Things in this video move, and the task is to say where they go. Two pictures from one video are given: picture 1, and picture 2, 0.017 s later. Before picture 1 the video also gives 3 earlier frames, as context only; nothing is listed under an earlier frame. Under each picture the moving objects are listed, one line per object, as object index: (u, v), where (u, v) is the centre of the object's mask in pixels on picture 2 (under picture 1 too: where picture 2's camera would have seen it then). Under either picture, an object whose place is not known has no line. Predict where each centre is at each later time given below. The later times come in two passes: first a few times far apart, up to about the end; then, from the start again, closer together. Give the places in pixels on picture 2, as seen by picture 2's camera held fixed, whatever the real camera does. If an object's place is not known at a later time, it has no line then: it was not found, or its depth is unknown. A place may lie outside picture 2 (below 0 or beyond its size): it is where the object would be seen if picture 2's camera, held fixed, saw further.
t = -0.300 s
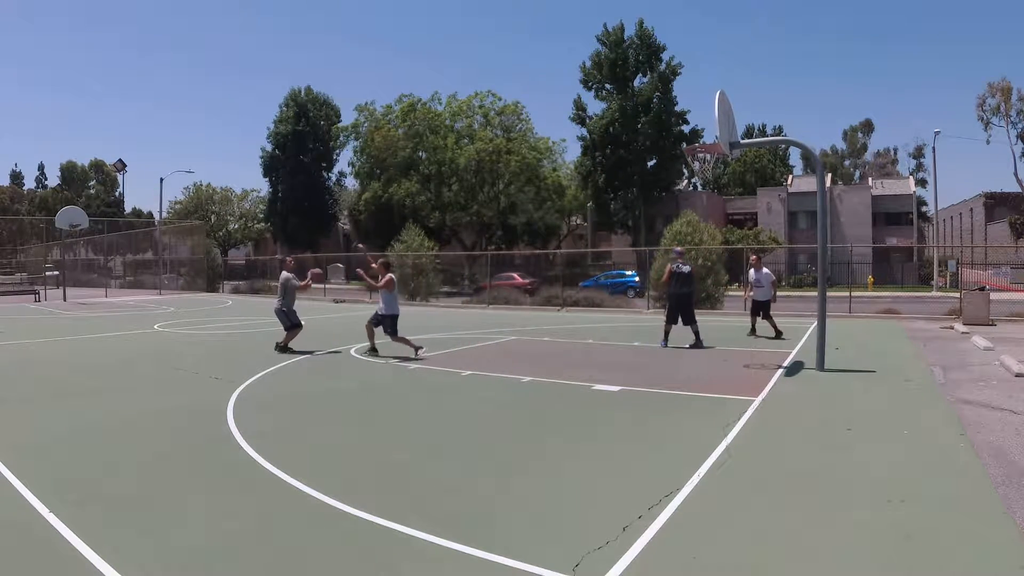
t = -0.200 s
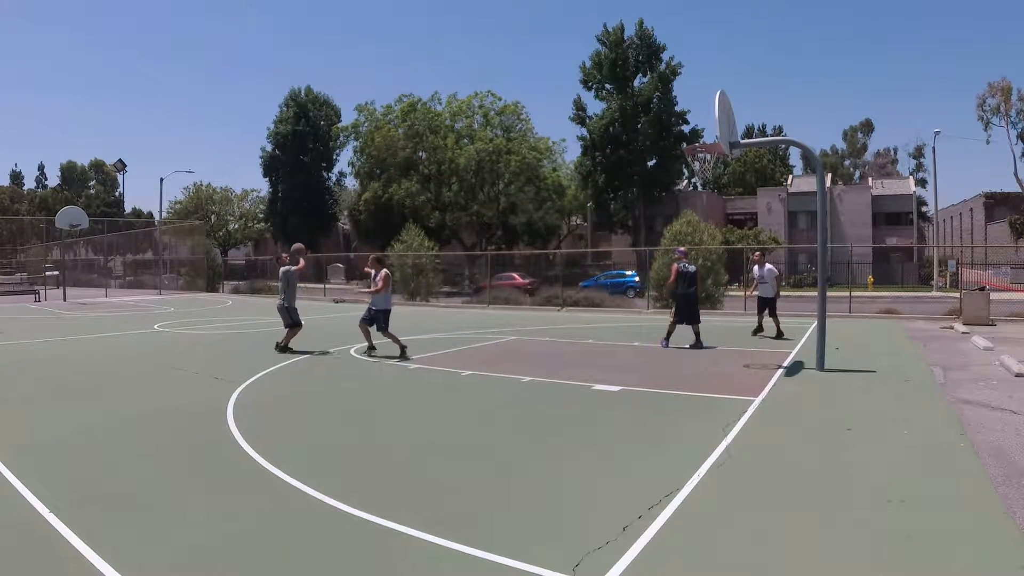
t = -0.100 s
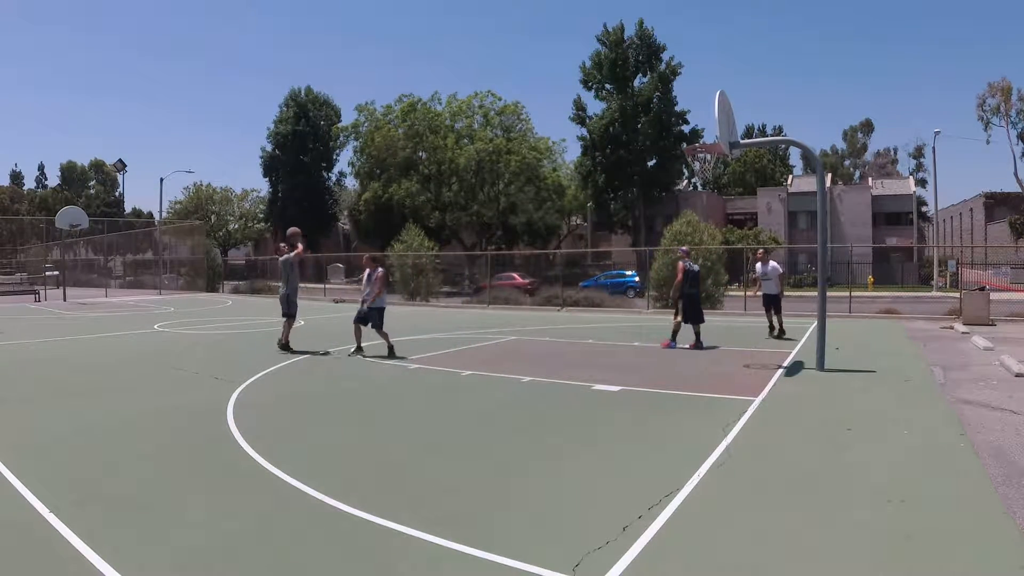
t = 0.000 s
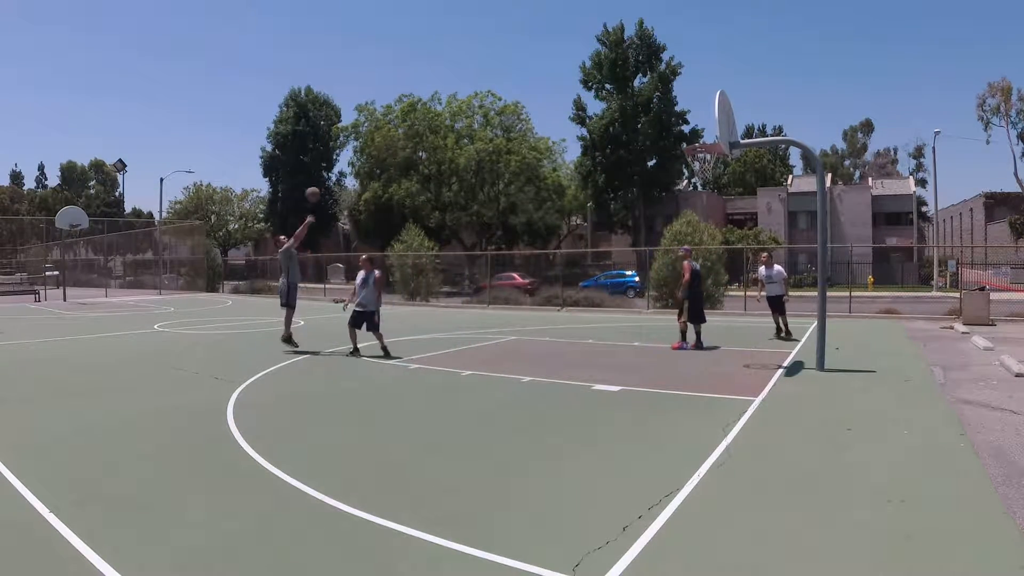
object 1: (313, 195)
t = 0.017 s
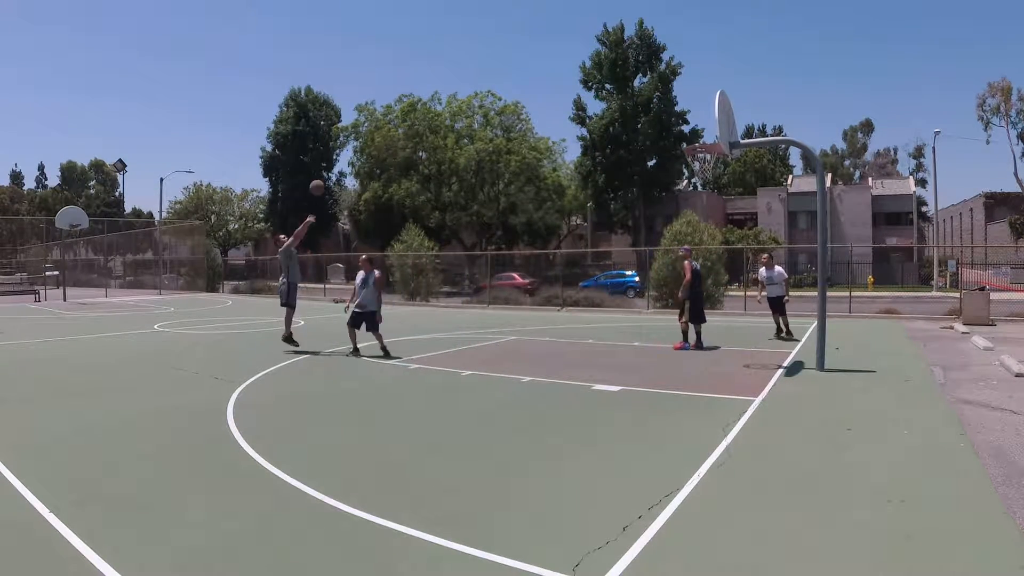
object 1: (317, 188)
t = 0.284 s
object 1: (388, 95)
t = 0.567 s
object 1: (471, 42)
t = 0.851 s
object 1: (559, 38)
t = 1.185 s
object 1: (672, 104)
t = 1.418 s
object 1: (692, 163)
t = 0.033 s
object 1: (321, 181)
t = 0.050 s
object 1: (325, 174)
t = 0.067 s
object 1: (329, 166)
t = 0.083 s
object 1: (333, 162)
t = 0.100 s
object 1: (338, 154)
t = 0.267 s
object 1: (384, 100)
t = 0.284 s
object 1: (388, 95)
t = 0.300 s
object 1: (393, 91)
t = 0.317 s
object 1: (398, 86)
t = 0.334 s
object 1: (403, 82)
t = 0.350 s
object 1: (408, 79)
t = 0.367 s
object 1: (412, 75)
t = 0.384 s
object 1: (417, 71)
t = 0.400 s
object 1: (422, 68)
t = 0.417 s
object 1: (427, 64)
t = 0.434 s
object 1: (432, 61)
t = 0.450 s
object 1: (436, 58)
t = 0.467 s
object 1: (441, 55)
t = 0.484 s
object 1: (446, 52)
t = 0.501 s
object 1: (451, 50)
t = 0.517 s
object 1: (456, 48)
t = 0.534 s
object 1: (461, 45)
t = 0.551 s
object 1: (466, 43)
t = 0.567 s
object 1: (471, 42)
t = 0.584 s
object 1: (476, 40)
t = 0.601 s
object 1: (481, 39)
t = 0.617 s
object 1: (486, 38)
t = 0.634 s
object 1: (491, 37)
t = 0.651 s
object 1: (496, 35)
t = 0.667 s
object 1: (502, 35)
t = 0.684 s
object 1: (507, 34)
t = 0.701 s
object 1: (512, 34)
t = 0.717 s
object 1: (517, 33)
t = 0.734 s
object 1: (522, 33)
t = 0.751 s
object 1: (527, 33)
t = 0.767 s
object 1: (533, 34)
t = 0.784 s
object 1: (538, 34)
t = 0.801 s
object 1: (543, 35)
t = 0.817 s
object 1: (549, 36)
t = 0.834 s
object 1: (554, 37)
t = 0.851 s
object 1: (559, 38)
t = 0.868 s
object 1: (565, 39)
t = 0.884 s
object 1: (570, 41)
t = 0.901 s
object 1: (576, 43)
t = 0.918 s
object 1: (581, 45)
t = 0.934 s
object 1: (587, 47)
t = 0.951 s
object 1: (592, 50)
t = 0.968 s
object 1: (598, 51)
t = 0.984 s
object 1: (605, 54)
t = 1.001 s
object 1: (609, 57)
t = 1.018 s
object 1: (614, 61)
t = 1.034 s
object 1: (620, 62)
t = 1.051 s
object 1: (625, 64)
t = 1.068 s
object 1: (631, 70)
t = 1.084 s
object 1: (637, 76)
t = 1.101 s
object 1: (642, 79)
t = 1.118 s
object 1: (648, 85)
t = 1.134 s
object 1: (655, 89)
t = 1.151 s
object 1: (659, 94)
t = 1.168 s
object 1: (664, 98)
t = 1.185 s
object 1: (672, 104)
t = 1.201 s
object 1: (675, 110)
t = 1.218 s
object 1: (683, 117)
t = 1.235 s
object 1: (689, 123)
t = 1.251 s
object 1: (695, 130)
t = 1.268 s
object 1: (700, 136)
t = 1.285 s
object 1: (706, 140)
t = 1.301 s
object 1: (713, 148)
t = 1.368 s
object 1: (696, 163)
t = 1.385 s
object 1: (694, 165)
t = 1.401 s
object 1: (695, 164)
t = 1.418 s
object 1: (692, 163)
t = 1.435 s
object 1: (693, 162)
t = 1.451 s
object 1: (691, 163)
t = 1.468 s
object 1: (692, 164)
